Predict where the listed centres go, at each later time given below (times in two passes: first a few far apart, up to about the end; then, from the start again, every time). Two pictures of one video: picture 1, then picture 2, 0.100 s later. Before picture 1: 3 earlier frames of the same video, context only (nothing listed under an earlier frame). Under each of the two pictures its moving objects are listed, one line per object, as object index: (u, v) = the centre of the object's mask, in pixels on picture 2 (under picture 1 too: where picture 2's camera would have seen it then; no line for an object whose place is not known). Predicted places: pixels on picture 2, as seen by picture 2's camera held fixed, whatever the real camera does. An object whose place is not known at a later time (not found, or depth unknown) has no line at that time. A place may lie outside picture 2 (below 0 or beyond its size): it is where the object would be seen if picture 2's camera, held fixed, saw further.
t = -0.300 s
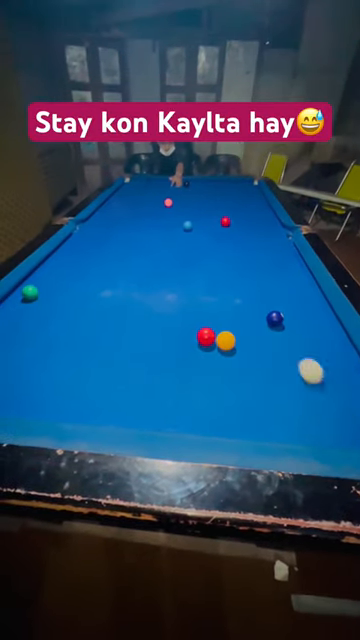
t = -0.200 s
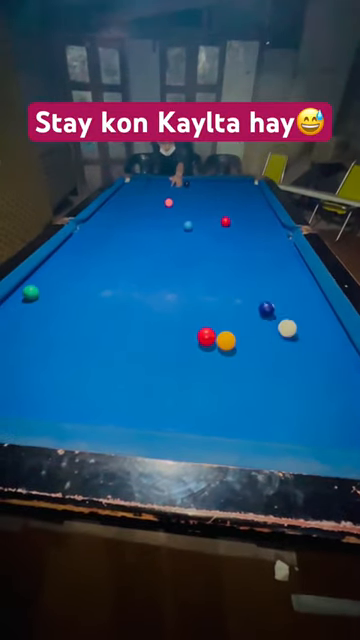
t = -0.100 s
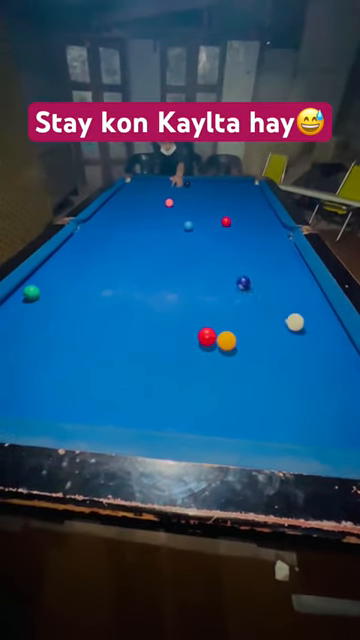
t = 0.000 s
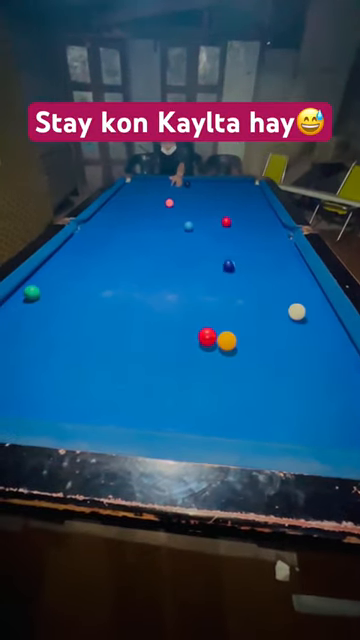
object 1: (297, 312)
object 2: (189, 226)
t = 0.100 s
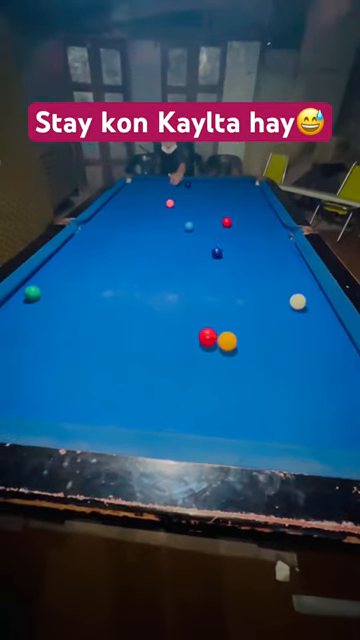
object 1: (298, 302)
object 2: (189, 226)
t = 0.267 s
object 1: (298, 287)
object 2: (188, 226)
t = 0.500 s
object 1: (299, 271)
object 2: (171, 221)
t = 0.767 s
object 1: (295, 256)
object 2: (152, 214)
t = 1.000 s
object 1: (287, 247)
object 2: (137, 209)
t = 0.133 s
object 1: (298, 299)
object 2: (188, 226)
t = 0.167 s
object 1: (298, 296)
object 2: (188, 226)
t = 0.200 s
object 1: (298, 293)
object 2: (189, 226)
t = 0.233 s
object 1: (298, 290)
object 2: (188, 226)
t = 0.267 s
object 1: (298, 287)
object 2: (188, 226)
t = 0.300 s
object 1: (298, 285)
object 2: (189, 226)
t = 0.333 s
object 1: (299, 282)
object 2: (188, 226)
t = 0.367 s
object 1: (299, 280)
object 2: (184, 225)
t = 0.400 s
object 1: (299, 277)
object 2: (180, 223)
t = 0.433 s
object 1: (299, 275)
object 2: (177, 223)
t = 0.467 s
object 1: (299, 273)
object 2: (174, 222)
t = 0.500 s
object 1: (299, 271)
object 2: (171, 221)
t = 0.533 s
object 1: (299, 269)
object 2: (169, 220)
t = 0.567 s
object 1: (299, 266)
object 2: (166, 219)
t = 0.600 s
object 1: (299, 264)
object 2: (163, 218)
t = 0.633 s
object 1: (299, 262)
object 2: (161, 217)
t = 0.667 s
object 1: (299, 261)
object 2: (159, 216)
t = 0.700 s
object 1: (298, 259)
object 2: (156, 215)
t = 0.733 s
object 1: (296, 257)
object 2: (154, 215)
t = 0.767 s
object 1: (295, 256)
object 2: (152, 214)
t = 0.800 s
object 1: (294, 255)
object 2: (149, 212)
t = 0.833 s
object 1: (293, 253)
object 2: (147, 212)
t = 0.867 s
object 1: (292, 252)
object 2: (145, 211)
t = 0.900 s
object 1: (290, 251)
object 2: (143, 210)
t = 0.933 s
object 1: (289, 249)
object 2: (141, 209)
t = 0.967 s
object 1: (288, 248)
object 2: (138, 209)
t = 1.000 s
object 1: (287, 247)
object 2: (137, 209)
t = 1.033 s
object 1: (286, 246)
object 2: (135, 208)
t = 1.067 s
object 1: (285, 245)
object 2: (133, 207)
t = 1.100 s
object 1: (284, 244)
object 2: (131, 207)
